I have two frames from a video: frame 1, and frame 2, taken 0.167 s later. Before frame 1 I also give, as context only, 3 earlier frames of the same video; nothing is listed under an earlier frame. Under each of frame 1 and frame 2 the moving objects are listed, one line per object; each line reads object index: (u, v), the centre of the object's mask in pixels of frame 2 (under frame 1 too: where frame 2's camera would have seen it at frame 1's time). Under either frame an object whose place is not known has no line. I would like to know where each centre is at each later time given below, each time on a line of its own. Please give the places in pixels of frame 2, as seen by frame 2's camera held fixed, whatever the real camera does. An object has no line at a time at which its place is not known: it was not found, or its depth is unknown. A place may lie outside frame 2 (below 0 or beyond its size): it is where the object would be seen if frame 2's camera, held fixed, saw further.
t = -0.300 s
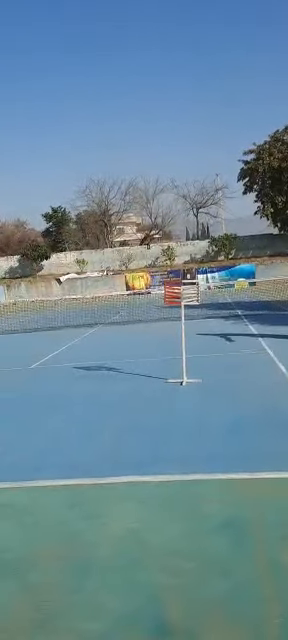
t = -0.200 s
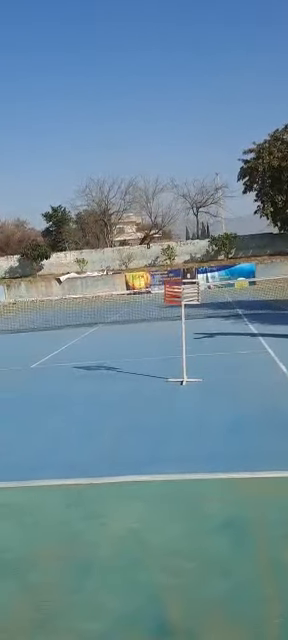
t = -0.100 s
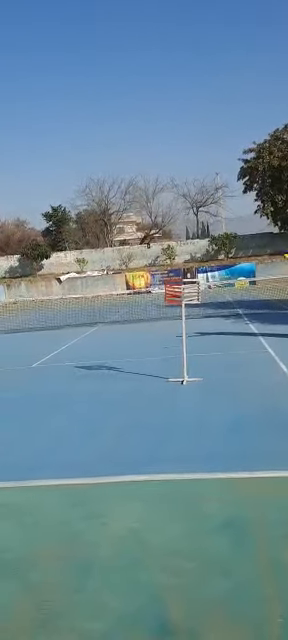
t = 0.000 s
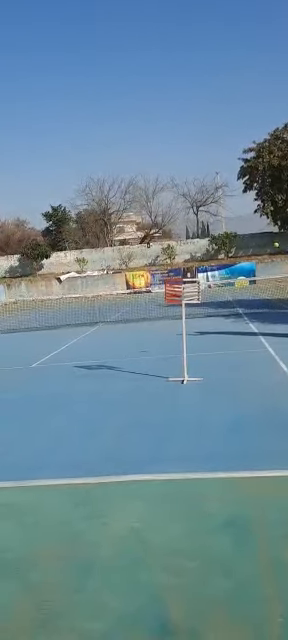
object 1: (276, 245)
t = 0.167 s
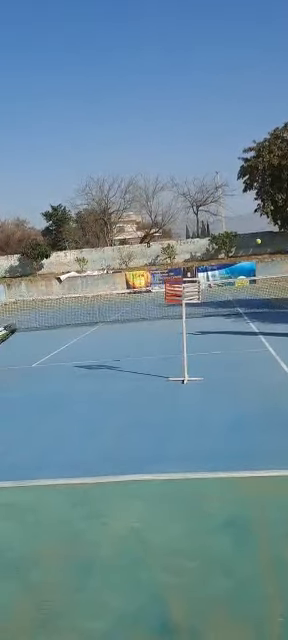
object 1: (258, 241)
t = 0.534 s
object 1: (209, 335)
